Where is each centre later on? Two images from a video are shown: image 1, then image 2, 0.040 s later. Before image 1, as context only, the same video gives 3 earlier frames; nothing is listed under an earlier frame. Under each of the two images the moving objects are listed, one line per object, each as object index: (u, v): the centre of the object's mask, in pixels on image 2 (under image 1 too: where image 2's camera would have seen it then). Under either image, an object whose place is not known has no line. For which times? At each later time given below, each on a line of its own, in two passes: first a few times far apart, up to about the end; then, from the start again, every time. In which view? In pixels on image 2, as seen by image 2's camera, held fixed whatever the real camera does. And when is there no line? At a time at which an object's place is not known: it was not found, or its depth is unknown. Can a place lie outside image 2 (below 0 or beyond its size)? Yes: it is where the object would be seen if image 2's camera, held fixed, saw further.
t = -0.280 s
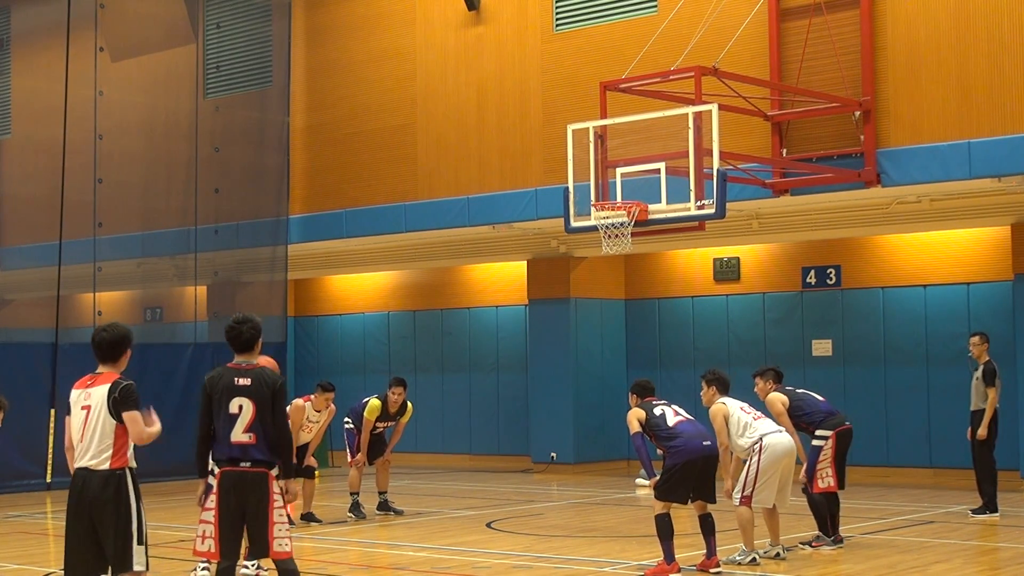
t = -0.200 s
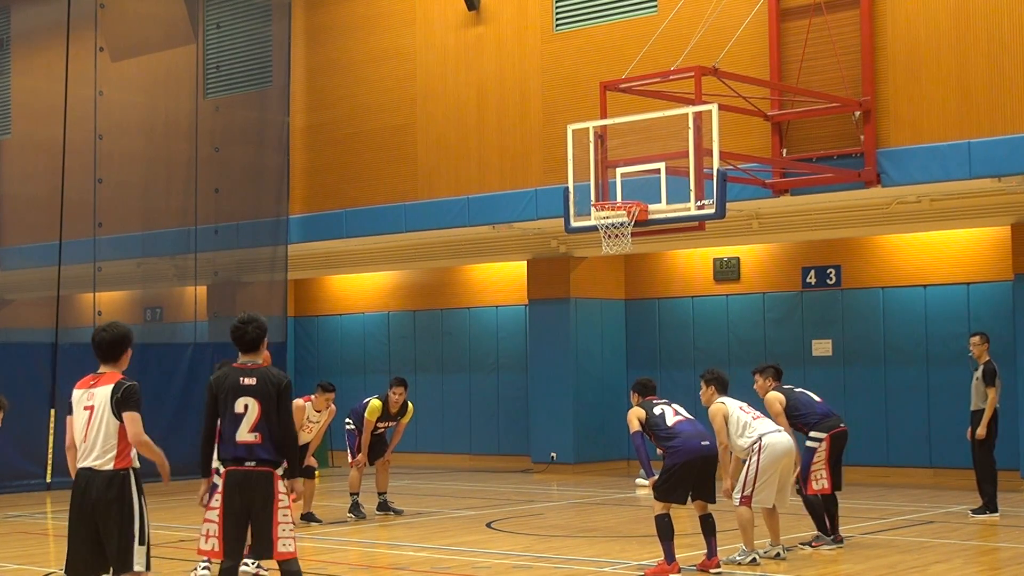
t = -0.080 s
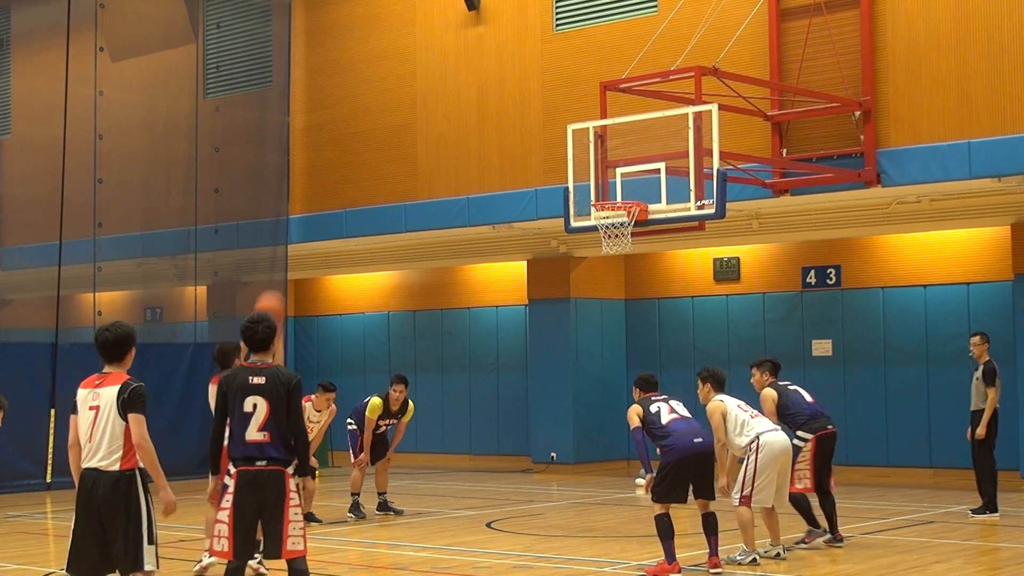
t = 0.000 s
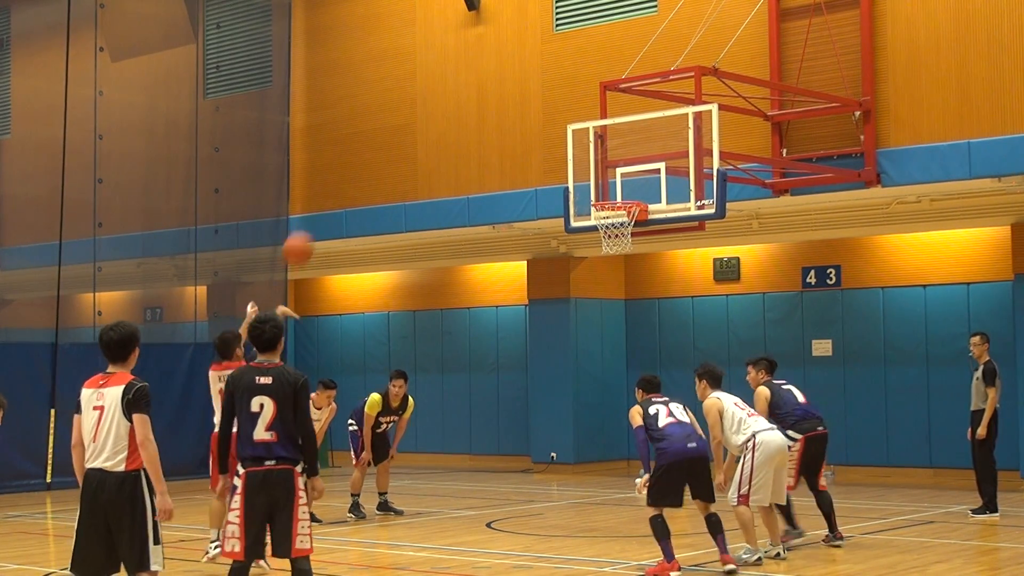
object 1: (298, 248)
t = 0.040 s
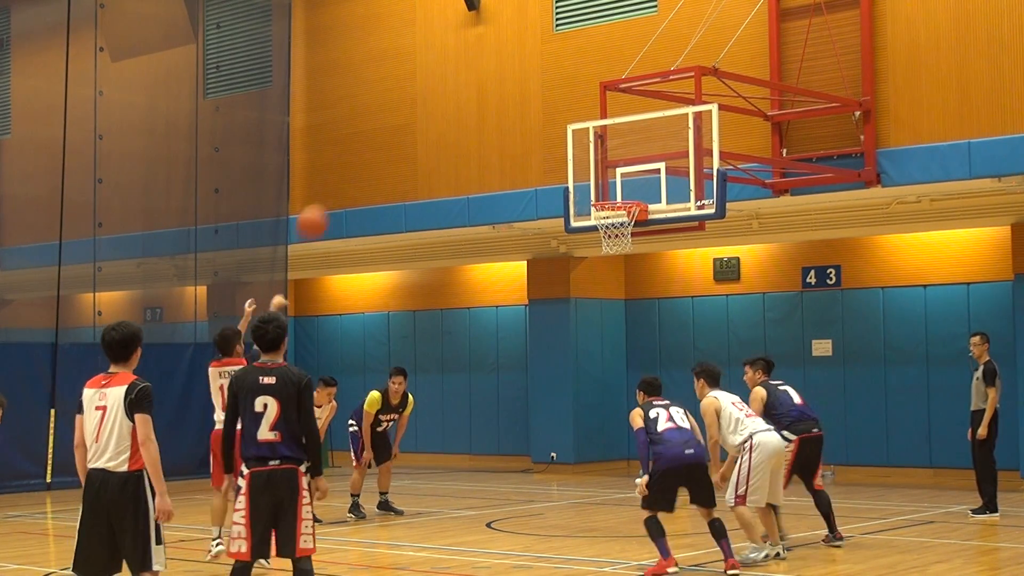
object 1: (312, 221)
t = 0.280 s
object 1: (394, 109)
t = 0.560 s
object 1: (477, 71)
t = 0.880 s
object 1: (560, 128)
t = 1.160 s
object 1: (628, 191)
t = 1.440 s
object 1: (630, 176)
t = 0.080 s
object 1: (326, 194)
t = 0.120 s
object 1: (340, 173)
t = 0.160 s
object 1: (354, 154)
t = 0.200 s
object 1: (367, 137)
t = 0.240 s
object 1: (380, 122)
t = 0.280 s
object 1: (394, 109)
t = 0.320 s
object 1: (406, 98)
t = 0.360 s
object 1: (418, 89)
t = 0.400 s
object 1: (430, 82)
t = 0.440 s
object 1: (442, 77)
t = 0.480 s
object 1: (454, 73)
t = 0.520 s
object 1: (465, 71)
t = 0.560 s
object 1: (477, 71)
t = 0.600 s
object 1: (488, 73)
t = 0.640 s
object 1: (498, 76)
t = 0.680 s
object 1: (510, 81)
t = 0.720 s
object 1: (520, 87)
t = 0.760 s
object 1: (531, 95)
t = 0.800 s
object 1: (541, 105)
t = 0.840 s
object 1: (551, 115)
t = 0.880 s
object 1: (560, 128)
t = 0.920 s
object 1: (570, 142)
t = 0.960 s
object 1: (581, 157)
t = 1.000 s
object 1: (592, 174)
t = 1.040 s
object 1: (601, 191)
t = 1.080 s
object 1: (613, 194)
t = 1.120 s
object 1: (627, 194)
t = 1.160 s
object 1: (628, 191)
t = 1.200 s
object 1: (628, 184)
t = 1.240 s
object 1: (629, 180)
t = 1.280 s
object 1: (629, 175)
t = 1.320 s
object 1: (629, 173)
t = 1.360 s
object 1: (629, 172)
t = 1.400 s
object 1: (629, 173)
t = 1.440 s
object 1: (630, 176)
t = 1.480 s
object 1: (631, 181)
